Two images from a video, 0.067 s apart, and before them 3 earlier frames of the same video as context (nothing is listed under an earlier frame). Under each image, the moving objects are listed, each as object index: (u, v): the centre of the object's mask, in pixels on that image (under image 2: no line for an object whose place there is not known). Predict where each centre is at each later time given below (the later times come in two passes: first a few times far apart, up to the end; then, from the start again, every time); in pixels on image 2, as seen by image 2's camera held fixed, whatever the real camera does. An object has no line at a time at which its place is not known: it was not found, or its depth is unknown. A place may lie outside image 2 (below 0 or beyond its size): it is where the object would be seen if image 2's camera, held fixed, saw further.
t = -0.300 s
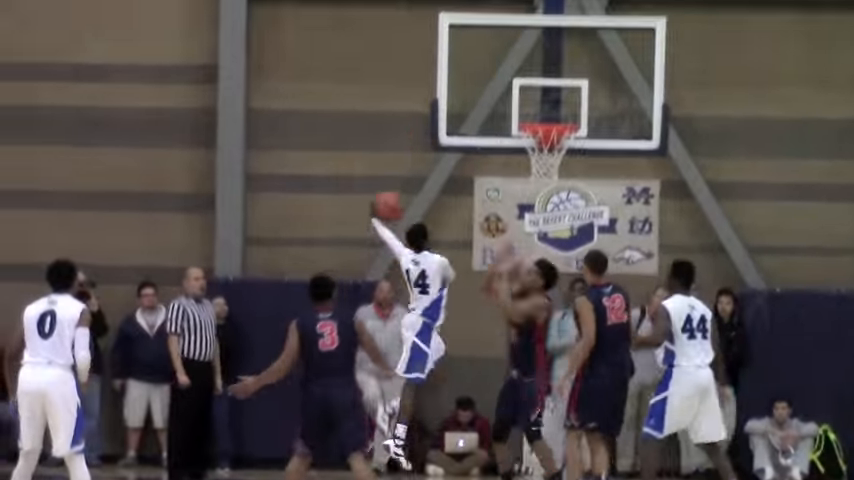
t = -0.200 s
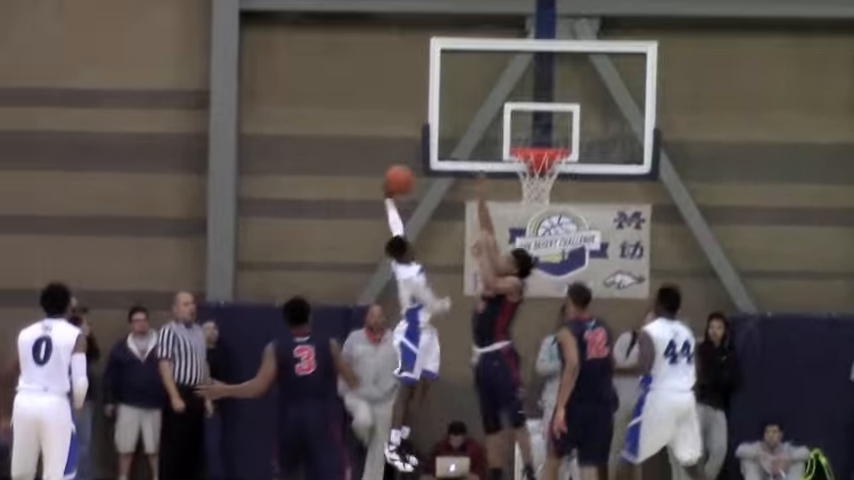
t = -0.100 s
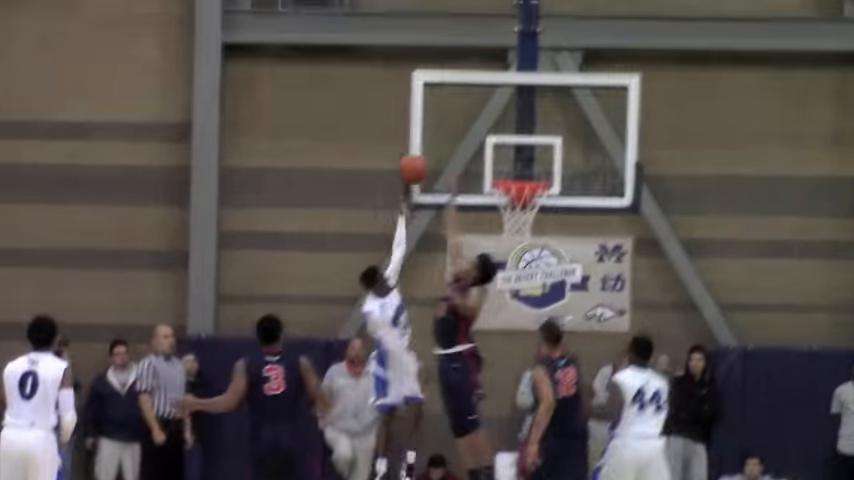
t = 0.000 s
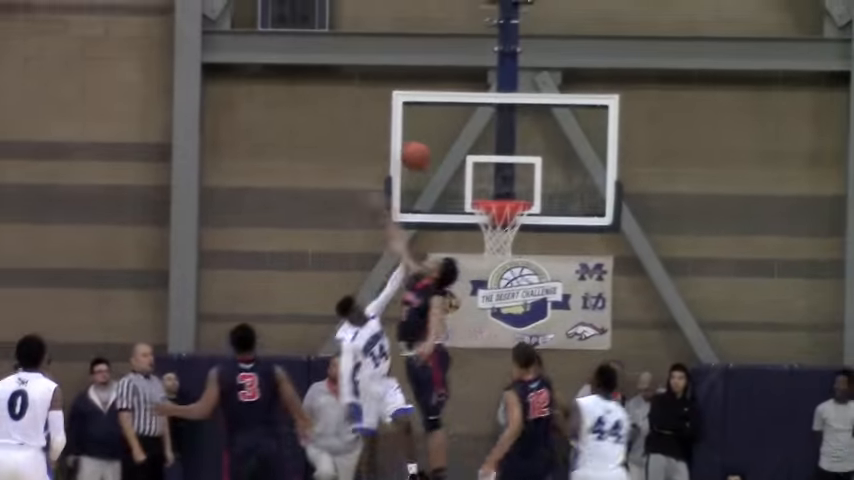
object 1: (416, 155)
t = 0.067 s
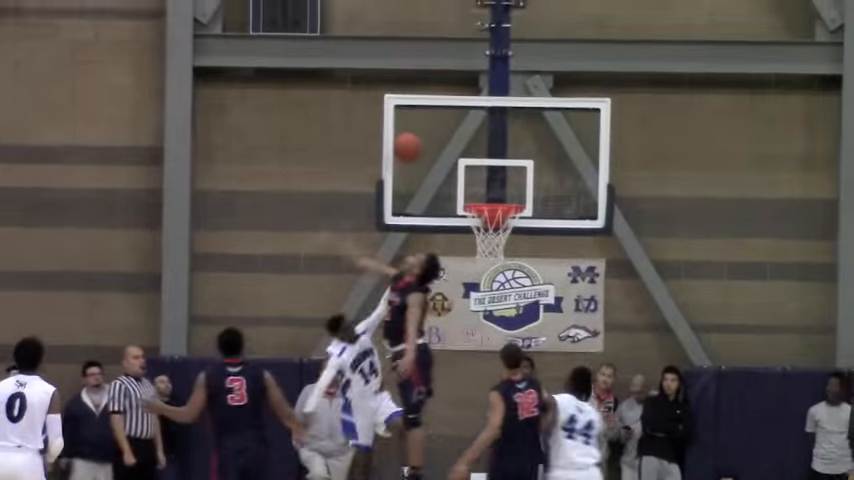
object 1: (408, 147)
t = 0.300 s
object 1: (408, 144)
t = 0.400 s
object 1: (408, 164)
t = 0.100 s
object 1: (408, 143)
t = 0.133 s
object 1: (408, 140)
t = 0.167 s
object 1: (408, 138)
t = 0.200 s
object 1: (408, 138)
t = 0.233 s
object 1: (408, 139)
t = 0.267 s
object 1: (409, 141)
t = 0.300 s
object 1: (408, 144)
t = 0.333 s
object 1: (408, 149)
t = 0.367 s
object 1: (408, 156)
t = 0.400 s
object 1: (408, 164)
